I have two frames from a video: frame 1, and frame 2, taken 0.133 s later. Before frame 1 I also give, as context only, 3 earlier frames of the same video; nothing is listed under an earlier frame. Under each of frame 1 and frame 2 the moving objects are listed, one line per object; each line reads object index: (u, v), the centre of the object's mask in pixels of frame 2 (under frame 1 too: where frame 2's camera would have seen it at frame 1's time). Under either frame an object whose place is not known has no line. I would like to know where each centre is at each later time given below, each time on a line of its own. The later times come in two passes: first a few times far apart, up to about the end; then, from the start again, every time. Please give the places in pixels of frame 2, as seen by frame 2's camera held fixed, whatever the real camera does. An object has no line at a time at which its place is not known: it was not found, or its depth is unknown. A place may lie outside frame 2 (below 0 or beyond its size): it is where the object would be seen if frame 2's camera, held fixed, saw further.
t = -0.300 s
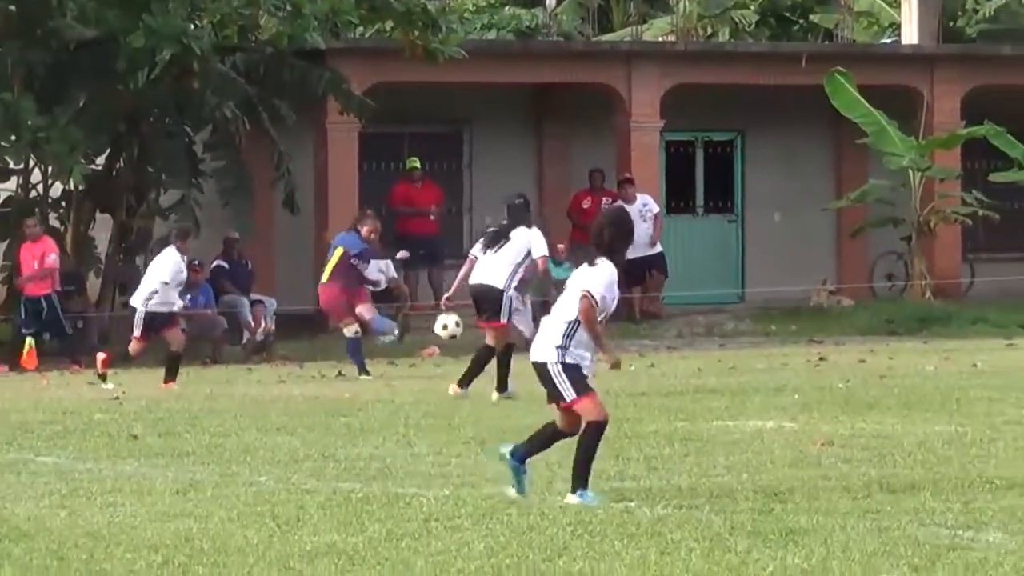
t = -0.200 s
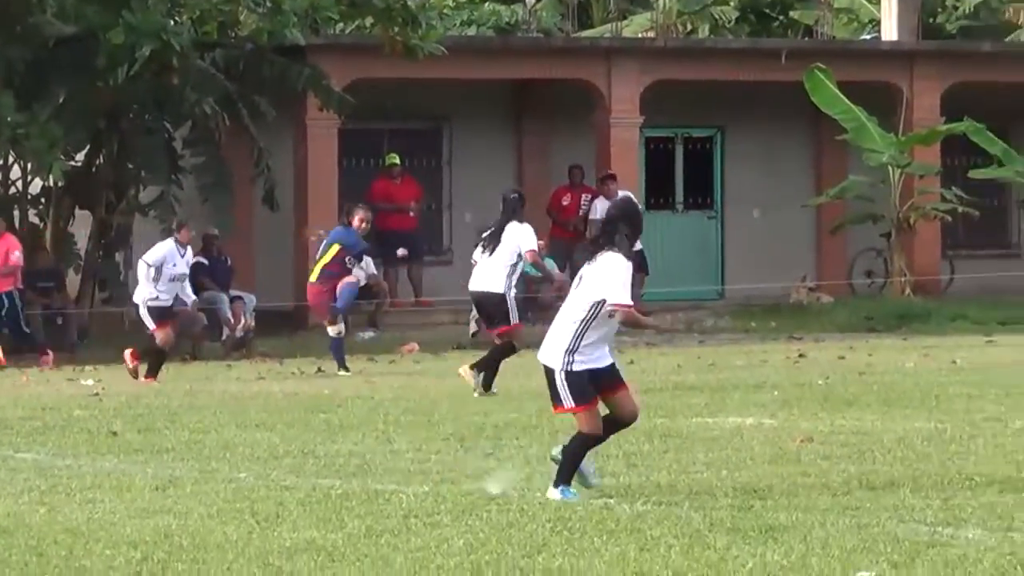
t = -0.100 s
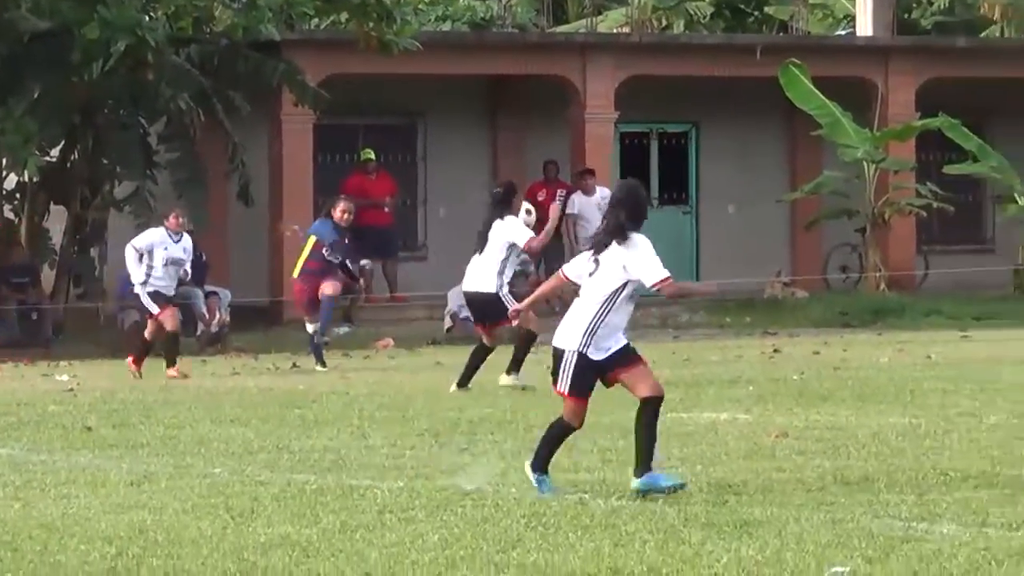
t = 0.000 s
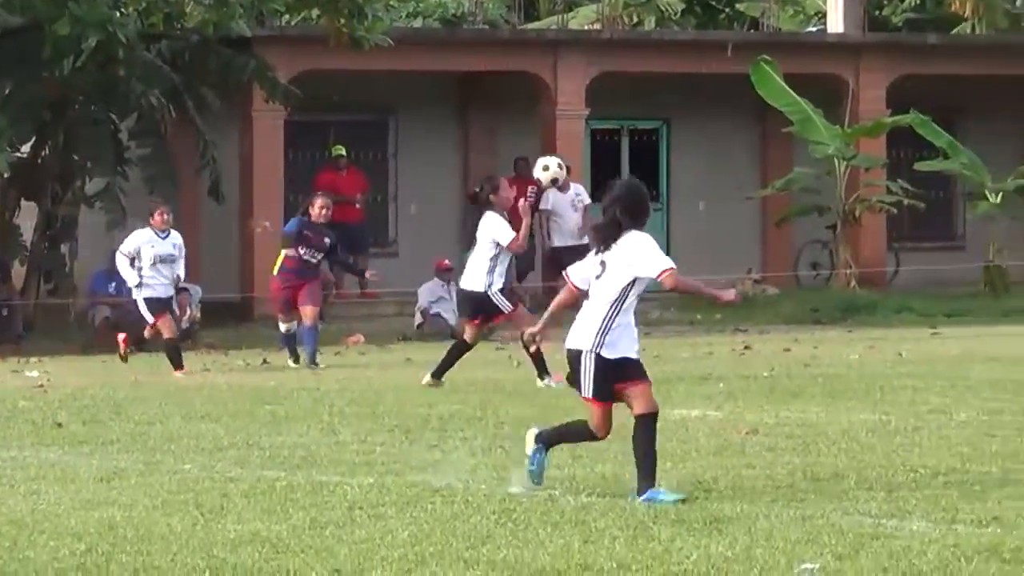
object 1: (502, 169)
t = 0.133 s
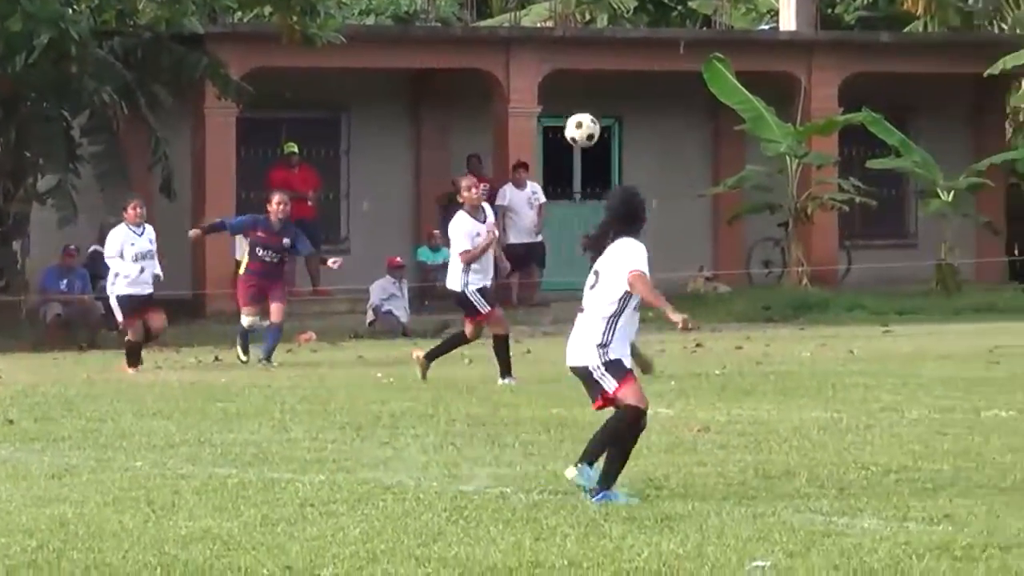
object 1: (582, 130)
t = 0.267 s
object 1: (663, 111)
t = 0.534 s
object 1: (830, 148)
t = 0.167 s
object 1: (602, 123)
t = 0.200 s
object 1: (622, 117)
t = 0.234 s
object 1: (643, 113)
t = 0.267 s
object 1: (663, 111)
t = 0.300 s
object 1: (683, 110)
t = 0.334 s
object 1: (704, 110)
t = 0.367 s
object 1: (724, 112)
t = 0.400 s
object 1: (745, 115)
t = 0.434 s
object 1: (766, 121)
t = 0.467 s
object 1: (787, 127)
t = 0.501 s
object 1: (809, 137)
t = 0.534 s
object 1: (830, 148)
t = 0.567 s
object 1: (852, 161)
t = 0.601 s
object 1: (875, 178)
